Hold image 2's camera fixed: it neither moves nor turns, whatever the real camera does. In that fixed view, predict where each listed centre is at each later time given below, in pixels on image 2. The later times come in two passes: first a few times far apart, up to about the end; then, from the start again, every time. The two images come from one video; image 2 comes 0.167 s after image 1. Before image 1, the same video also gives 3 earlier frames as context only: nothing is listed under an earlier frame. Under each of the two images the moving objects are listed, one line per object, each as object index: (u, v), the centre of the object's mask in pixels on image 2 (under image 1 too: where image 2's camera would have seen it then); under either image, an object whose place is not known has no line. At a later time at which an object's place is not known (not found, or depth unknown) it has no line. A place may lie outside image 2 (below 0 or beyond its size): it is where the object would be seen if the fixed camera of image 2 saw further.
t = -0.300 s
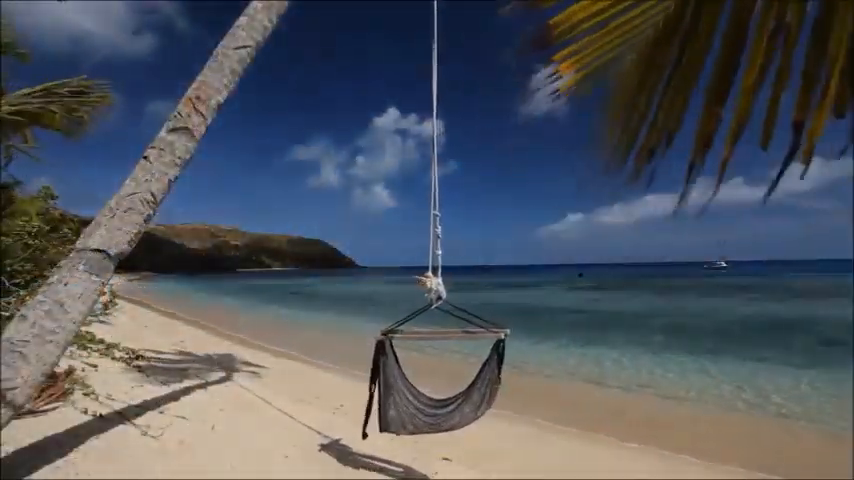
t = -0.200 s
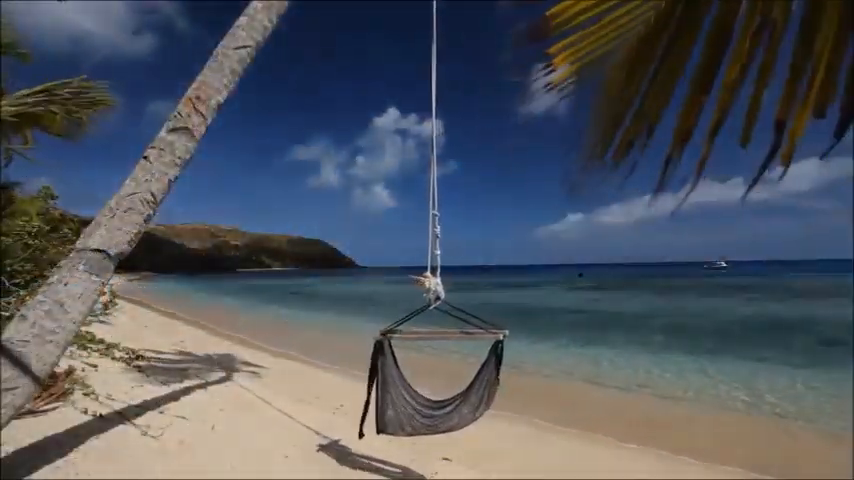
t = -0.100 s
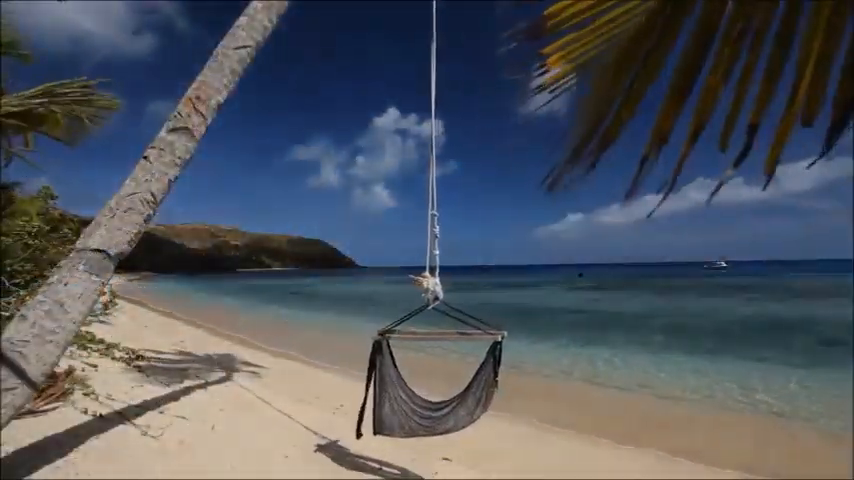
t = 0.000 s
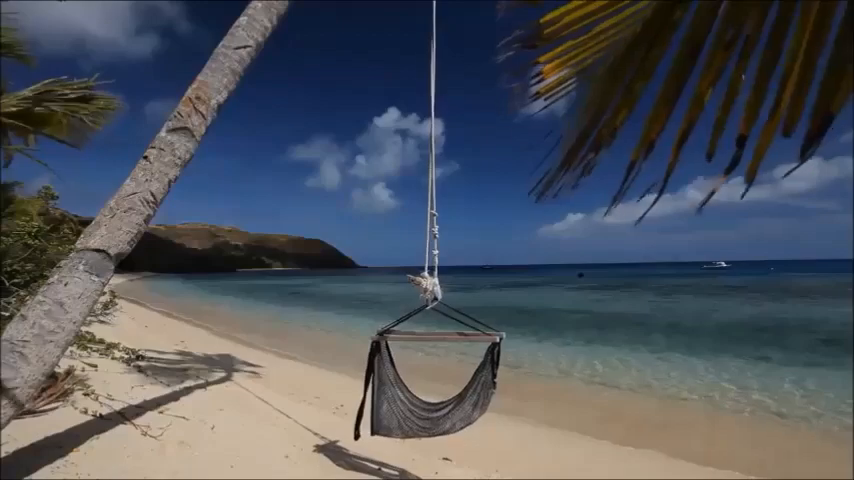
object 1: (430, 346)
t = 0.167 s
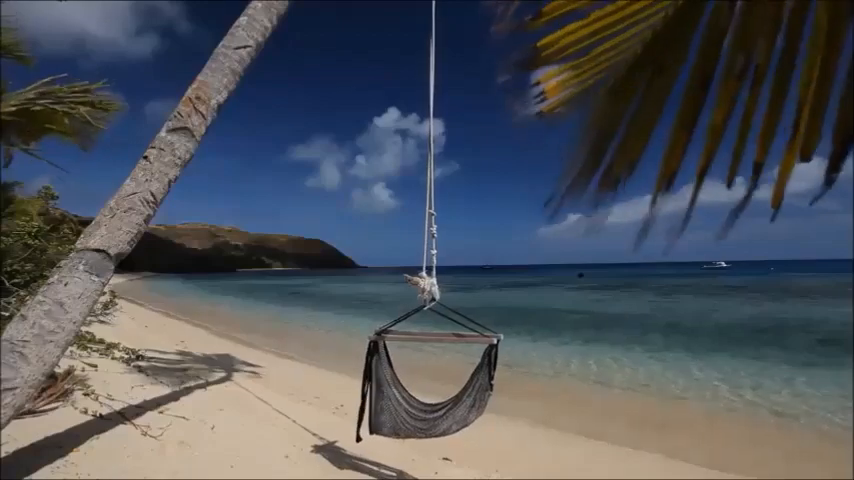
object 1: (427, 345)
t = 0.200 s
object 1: (427, 345)
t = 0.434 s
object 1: (425, 346)
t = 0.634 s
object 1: (424, 346)
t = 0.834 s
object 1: (424, 346)
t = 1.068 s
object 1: (426, 344)
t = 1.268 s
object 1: (428, 342)
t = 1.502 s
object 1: (430, 340)
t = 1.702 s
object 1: (432, 338)
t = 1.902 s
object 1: (434, 338)
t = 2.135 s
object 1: (437, 337)
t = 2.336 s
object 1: (438, 335)
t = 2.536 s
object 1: (439, 334)
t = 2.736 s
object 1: (440, 333)
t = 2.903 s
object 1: (441, 334)
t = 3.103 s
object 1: (441, 334)
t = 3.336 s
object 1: (440, 336)
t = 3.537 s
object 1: (440, 336)
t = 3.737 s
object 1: (439, 339)
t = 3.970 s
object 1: (436, 339)
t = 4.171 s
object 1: (434, 340)
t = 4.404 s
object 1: (432, 342)
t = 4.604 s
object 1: (431, 342)
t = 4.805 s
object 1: (430, 343)
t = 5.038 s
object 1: (430, 345)
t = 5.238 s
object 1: (431, 344)
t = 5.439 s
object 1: (432, 342)
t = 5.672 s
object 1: (434, 343)
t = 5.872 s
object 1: (436, 340)
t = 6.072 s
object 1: (438, 338)
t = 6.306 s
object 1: (440, 335)
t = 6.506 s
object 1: (441, 335)
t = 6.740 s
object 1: (442, 333)
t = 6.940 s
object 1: (443, 332)
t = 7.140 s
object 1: (443, 333)
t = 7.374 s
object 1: (442, 333)
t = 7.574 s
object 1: (441, 334)
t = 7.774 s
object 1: (438, 336)
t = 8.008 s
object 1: (433, 339)
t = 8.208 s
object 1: (427, 342)
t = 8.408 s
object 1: (423, 343)
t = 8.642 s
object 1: (417, 343)
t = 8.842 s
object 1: (414, 344)
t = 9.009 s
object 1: (413, 344)
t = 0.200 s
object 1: (427, 345)
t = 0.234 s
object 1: (427, 345)
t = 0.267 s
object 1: (426, 346)
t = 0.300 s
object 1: (426, 346)
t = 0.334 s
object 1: (426, 345)
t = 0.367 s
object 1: (426, 345)
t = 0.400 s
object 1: (426, 345)
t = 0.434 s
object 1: (425, 346)
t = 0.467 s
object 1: (425, 346)
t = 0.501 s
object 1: (425, 345)
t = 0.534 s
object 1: (425, 346)
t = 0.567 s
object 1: (425, 346)
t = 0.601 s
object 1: (425, 346)
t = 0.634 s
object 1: (424, 346)
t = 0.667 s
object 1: (424, 346)
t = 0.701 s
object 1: (424, 346)
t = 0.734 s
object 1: (424, 346)
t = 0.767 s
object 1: (424, 346)
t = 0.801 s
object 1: (424, 346)
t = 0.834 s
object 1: (424, 346)
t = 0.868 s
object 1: (424, 345)
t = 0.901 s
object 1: (424, 345)
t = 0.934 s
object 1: (425, 344)
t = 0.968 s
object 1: (425, 345)
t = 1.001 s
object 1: (425, 344)
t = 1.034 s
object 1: (426, 344)
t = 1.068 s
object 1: (426, 344)
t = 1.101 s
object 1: (426, 343)
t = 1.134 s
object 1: (427, 343)
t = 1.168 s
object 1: (427, 343)
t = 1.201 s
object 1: (427, 342)
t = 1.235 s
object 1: (428, 342)
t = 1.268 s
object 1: (428, 342)
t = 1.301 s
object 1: (428, 342)
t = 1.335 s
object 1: (429, 342)
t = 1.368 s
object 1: (429, 341)
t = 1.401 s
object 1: (429, 340)
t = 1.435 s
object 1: (430, 340)
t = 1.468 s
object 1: (430, 340)
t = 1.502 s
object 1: (430, 340)
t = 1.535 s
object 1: (431, 340)
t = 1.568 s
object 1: (431, 339)
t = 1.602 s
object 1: (431, 339)
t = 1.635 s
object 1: (432, 339)
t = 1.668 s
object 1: (432, 338)
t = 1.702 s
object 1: (432, 338)
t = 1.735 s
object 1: (432, 339)
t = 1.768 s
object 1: (433, 339)
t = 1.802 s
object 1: (433, 338)
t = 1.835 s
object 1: (433, 339)
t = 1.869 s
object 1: (434, 338)
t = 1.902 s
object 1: (434, 338)
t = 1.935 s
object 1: (434, 337)
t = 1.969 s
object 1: (435, 338)
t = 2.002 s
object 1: (435, 338)
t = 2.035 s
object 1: (436, 337)
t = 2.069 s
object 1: (436, 337)
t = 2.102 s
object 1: (436, 337)
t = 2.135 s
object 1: (437, 337)
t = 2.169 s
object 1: (437, 336)
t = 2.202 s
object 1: (437, 336)
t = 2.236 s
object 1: (437, 336)
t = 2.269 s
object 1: (438, 335)
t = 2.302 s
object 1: (438, 335)
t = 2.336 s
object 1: (438, 335)
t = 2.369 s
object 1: (438, 334)
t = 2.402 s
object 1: (439, 335)
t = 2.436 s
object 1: (439, 334)
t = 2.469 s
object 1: (439, 333)
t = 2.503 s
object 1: (439, 334)
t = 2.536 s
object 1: (439, 334)
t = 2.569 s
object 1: (440, 334)
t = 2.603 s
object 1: (440, 334)
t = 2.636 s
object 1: (440, 333)
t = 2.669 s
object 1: (440, 334)
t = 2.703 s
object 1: (440, 334)
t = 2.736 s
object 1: (440, 333)
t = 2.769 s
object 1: (440, 333)
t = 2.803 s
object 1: (441, 333)
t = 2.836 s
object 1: (441, 334)
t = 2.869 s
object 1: (441, 334)
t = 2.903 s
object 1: (441, 334)
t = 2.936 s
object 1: (441, 334)
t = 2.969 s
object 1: (441, 334)
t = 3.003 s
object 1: (441, 334)
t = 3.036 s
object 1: (441, 334)
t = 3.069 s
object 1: (441, 334)
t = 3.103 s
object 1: (441, 334)
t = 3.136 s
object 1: (441, 334)
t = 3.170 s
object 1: (441, 334)
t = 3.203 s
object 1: (441, 334)
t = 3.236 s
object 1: (441, 334)
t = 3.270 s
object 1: (441, 335)
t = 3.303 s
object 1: (441, 335)
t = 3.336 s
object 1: (440, 336)
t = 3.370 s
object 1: (440, 336)
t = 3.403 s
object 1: (440, 336)
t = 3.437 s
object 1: (440, 336)
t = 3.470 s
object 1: (440, 336)
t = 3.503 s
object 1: (440, 336)
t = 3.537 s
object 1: (440, 336)
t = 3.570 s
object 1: (440, 337)
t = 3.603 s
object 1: (439, 339)
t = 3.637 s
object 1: (439, 336)
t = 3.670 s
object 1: (439, 339)
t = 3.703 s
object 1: (439, 336)
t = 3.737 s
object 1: (439, 339)
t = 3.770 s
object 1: (438, 337)
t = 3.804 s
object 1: (438, 337)
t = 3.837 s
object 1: (438, 336)
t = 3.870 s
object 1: (437, 337)
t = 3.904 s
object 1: (437, 338)
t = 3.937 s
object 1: (437, 338)
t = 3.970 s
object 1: (436, 339)
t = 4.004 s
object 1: (436, 339)
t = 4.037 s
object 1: (436, 339)
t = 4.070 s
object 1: (435, 340)
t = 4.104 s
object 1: (435, 339)
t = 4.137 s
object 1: (435, 340)
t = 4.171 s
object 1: (434, 340)
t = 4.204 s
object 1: (434, 340)
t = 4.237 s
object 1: (434, 341)
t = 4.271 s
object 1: (433, 341)
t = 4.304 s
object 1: (433, 342)
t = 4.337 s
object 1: (433, 342)
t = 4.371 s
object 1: (432, 342)
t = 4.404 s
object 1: (432, 342)
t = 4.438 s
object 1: (432, 342)
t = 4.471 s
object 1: (431, 343)
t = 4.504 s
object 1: (431, 342)
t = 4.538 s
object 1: (431, 342)
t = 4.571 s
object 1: (431, 342)
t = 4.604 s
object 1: (431, 342)
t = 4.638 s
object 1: (430, 342)
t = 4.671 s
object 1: (430, 343)
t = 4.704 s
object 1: (430, 343)
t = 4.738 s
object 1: (430, 343)
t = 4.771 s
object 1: (430, 342)
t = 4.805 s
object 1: (430, 343)
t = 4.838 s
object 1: (430, 342)
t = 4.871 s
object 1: (430, 344)
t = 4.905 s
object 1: (430, 343)
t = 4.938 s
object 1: (430, 342)
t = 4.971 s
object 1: (430, 344)
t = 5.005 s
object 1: (430, 344)
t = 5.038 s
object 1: (430, 345)
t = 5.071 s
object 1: (430, 344)
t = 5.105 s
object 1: (430, 343)
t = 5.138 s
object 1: (430, 342)
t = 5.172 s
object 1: (431, 342)
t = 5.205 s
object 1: (431, 344)
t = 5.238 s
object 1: (431, 344)
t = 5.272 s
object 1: (431, 342)
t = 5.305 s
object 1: (431, 343)
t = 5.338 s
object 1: (431, 344)
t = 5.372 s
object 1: (432, 342)
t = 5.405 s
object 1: (431, 346)
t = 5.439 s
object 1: (432, 342)
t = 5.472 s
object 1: (432, 345)
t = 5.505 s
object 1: (433, 342)
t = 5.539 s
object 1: (433, 343)
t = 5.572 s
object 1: (433, 343)
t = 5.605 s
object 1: (434, 343)
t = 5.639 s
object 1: (434, 341)
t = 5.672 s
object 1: (434, 343)
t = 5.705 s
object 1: (434, 343)
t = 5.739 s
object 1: (434, 343)
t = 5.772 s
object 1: (435, 343)
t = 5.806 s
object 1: (435, 341)
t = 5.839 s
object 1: (436, 341)
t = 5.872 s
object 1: (436, 340)
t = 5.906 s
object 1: (437, 340)
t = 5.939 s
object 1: (437, 339)
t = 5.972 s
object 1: (437, 339)
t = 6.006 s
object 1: (438, 338)
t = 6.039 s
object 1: (438, 339)
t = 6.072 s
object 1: (438, 338)
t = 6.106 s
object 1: (439, 337)
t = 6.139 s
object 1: (439, 336)
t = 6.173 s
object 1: (439, 336)
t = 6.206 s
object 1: (439, 336)
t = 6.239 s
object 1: (440, 335)
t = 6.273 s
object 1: (440, 335)
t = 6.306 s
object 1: (440, 335)
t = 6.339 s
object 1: (440, 335)
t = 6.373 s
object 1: (441, 335)
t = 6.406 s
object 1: (441, 335)
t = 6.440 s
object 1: (441, 335)
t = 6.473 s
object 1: (441, 335)
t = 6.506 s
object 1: (441, 335)
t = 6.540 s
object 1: (441, 335)
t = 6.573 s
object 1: (442, 334)
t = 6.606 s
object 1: (442, 334)
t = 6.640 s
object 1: (442, 334)
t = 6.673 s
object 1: (442, 333)
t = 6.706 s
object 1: (442, 334)
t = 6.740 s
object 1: (442, 333)
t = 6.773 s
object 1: (442, 333)
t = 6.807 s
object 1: (442, 333)
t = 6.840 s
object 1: (443, 333)
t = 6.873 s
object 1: (443, 333)
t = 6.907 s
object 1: (443, 333)
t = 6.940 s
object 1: (443, 332)
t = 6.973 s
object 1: (443, 332)
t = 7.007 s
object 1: (443, 333)
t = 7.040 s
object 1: (443, 333)
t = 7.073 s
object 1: (443, 333)
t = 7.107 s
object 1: (443, 333)
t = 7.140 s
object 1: (443, 333)
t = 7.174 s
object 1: (443, 333)
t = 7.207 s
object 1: (442, 333)
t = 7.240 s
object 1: (442, 333)
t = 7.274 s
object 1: (442, 333)
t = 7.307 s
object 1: (442, 333)
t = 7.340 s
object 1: (442, 333)
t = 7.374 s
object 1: (442, 333)
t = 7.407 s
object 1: (442, 334)
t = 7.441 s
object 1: (442, 334)
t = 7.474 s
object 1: (442, 334)
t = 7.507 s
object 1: (441, 334)
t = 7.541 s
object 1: (441, 334)
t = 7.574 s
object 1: (441, 334)
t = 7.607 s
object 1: (441, 335)
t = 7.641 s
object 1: (440, 334)
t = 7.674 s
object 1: (440, 335)
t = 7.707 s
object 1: (439, 335)
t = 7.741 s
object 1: (439, 336)
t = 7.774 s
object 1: (438, 336)
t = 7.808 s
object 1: (438, 336)
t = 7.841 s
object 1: (437, 336)
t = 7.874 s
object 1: (436, 337)
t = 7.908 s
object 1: (436, 337)
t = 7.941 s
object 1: (435, 339)
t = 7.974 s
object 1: (434, 339)
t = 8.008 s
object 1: (433, 339)
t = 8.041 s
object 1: (432, 341)
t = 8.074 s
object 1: (431, 341)
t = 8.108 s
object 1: (430, 341)
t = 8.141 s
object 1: (429, 342)
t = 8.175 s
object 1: (428, 342)
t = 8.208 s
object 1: (427, 342)
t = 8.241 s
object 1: (427, 342)
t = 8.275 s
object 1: (426, 342)
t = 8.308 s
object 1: (425, 343)
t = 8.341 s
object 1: (424, 343)
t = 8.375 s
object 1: (423, 343)
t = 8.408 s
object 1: (423, 343)
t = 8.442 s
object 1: (422, 343)
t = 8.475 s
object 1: (421, 343)
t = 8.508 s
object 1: (421, 342)
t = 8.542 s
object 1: (420, 342)
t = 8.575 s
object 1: (419, 342)
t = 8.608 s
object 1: (418, 342)
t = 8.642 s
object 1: (417, 343)
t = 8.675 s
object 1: (417, 342)
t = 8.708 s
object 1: (416, 342)
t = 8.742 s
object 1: (416, 343)
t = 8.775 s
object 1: (415, 344)
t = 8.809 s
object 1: (415, 343)
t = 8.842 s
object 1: (414, 344)
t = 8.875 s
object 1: (414, 343)
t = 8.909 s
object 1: (414, 343)
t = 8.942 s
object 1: (413, 343)
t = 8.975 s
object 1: (413, 343)
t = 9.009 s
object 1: (413, 344)
